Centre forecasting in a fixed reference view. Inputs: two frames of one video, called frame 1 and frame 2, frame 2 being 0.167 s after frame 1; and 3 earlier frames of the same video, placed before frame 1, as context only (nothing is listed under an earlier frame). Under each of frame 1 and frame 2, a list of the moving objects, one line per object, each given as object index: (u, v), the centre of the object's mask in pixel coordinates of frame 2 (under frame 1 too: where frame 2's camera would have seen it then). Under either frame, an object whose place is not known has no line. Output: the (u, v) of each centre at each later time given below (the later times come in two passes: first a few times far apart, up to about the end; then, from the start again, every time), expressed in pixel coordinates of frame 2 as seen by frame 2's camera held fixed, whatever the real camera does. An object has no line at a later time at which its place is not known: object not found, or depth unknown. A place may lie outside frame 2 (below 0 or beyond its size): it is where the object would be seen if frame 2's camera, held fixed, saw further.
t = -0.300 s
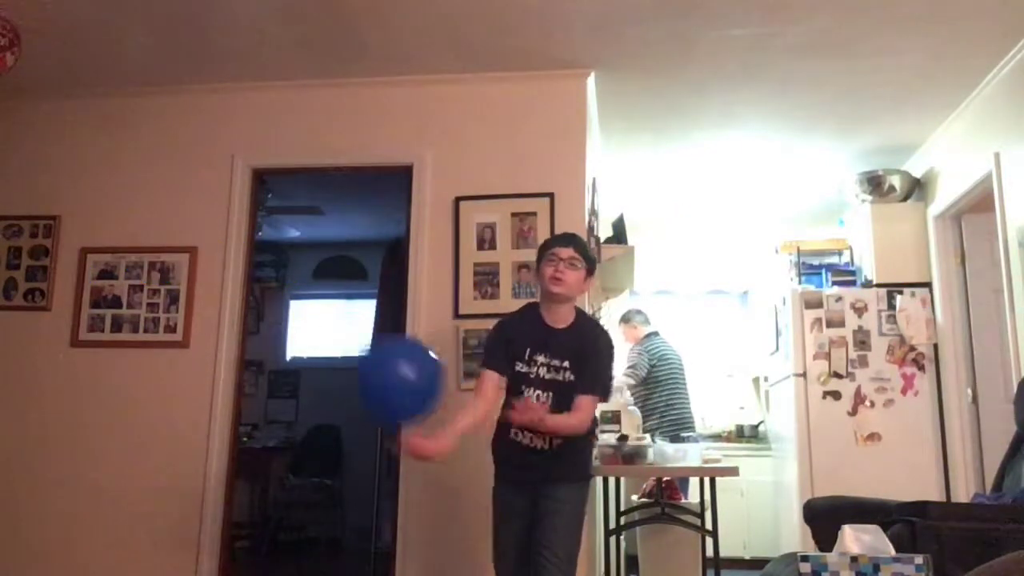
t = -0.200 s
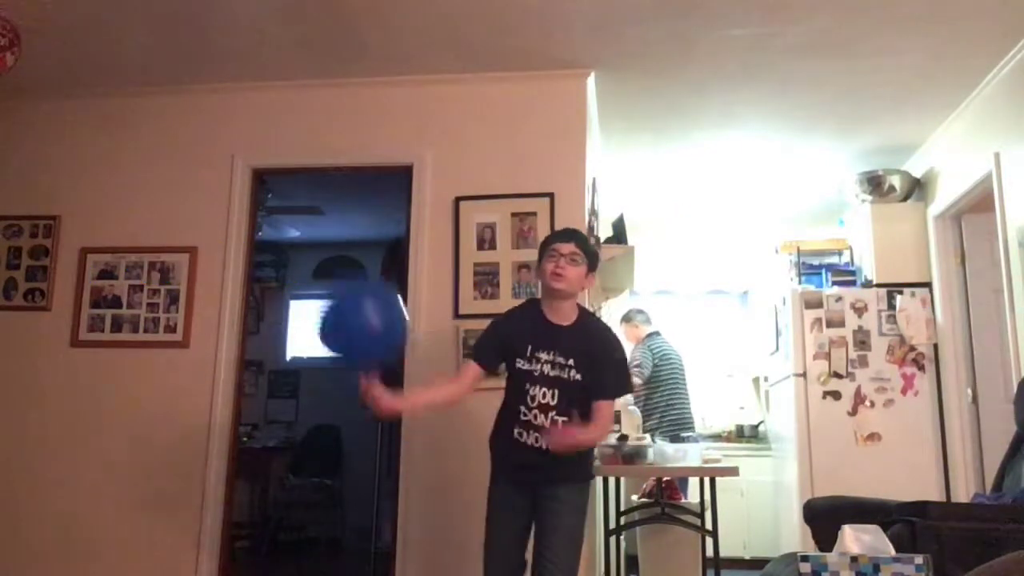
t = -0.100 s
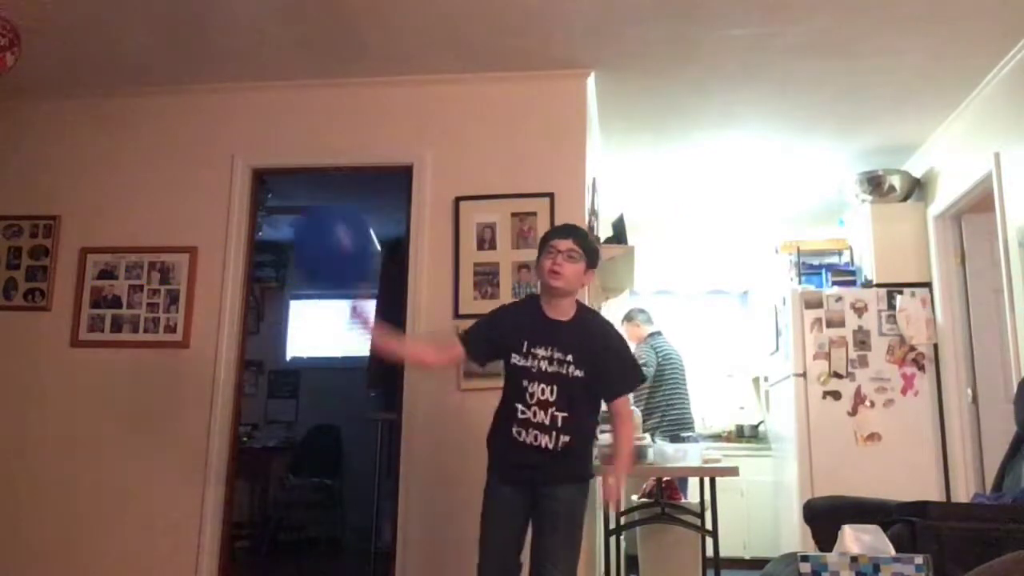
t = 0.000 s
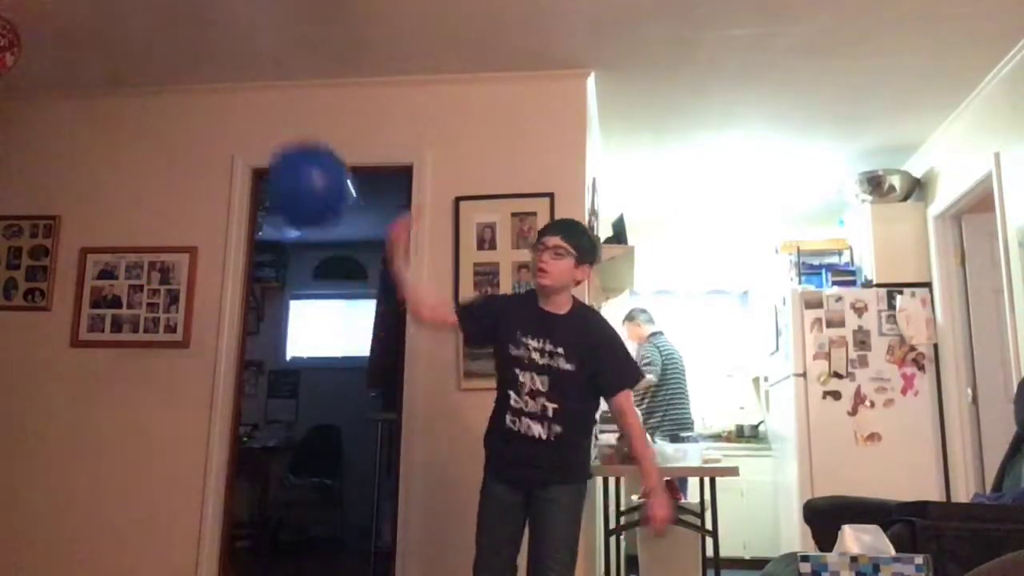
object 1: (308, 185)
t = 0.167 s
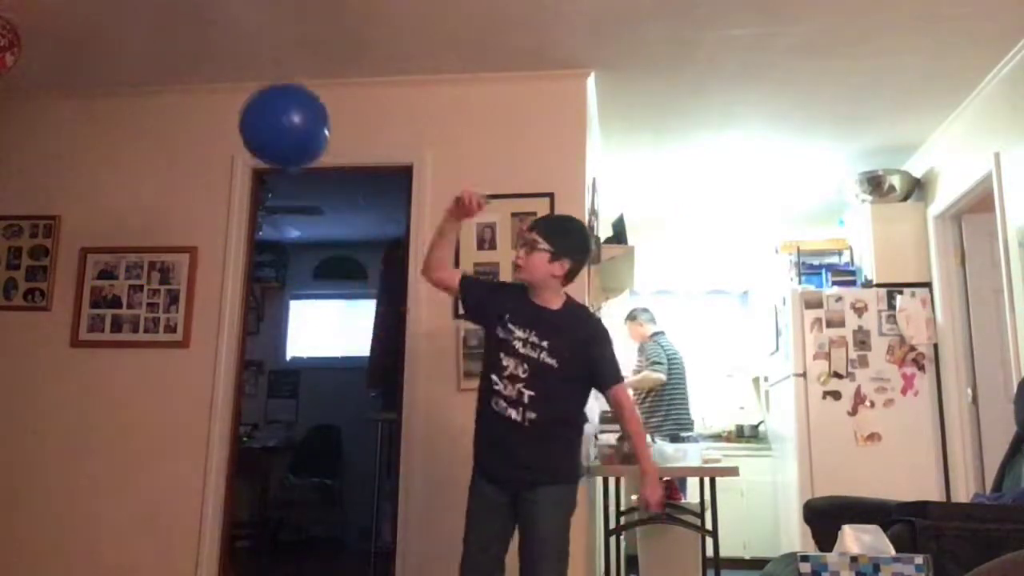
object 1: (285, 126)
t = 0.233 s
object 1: (279, 112)
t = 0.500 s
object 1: (256, 100)
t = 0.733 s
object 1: (223, 117)
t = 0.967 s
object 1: (189, 161)
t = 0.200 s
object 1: (282, 118)
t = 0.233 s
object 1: (279, 112)
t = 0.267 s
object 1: (277, 108)
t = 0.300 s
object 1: (274, 104)
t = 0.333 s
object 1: (272, 102)
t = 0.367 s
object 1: (269, 100)
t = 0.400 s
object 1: (266, 99)
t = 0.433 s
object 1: (263, 99)
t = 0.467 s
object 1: (259, 99)
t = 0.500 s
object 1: (256, 100)
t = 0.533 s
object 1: (251, 101)
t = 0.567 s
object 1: (247, 102)
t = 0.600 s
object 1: (242, 104)
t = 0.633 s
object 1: (238, 107)
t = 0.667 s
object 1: (233, 110)
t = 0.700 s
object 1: (228, 114)
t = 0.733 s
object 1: (223, 117)
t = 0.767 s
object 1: (218, 122)
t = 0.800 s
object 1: (213, 128)
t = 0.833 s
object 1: (208, 133)
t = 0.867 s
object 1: (203, 139)
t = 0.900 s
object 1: (198, 146)
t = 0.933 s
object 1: (194, 154)
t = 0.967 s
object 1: (189, 161)
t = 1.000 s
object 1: (185, 170)
